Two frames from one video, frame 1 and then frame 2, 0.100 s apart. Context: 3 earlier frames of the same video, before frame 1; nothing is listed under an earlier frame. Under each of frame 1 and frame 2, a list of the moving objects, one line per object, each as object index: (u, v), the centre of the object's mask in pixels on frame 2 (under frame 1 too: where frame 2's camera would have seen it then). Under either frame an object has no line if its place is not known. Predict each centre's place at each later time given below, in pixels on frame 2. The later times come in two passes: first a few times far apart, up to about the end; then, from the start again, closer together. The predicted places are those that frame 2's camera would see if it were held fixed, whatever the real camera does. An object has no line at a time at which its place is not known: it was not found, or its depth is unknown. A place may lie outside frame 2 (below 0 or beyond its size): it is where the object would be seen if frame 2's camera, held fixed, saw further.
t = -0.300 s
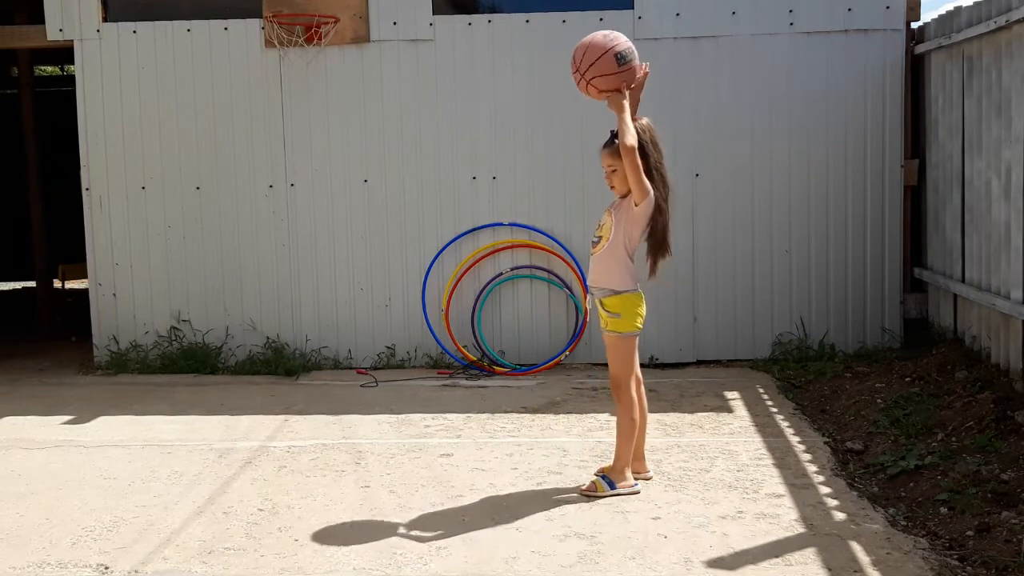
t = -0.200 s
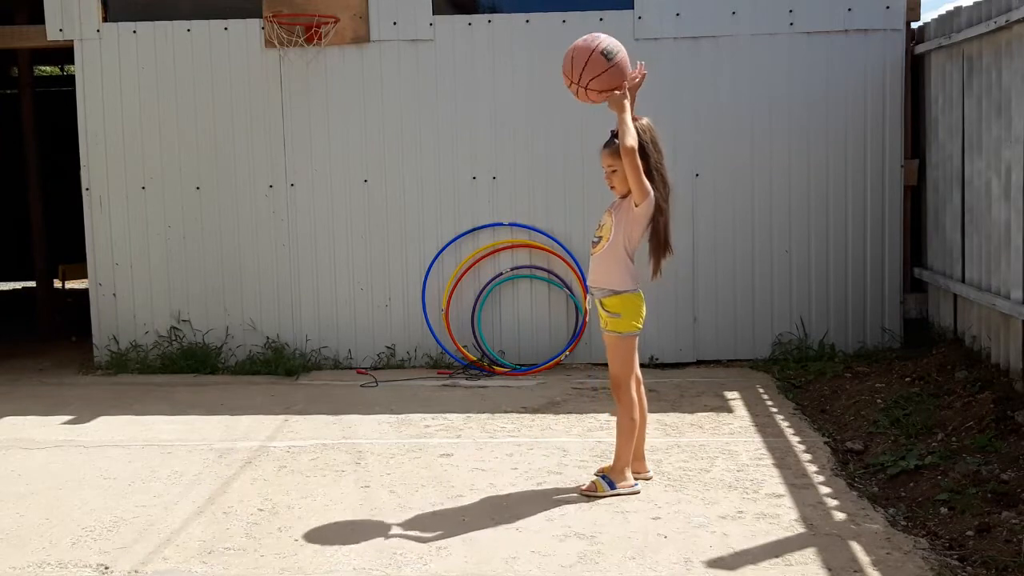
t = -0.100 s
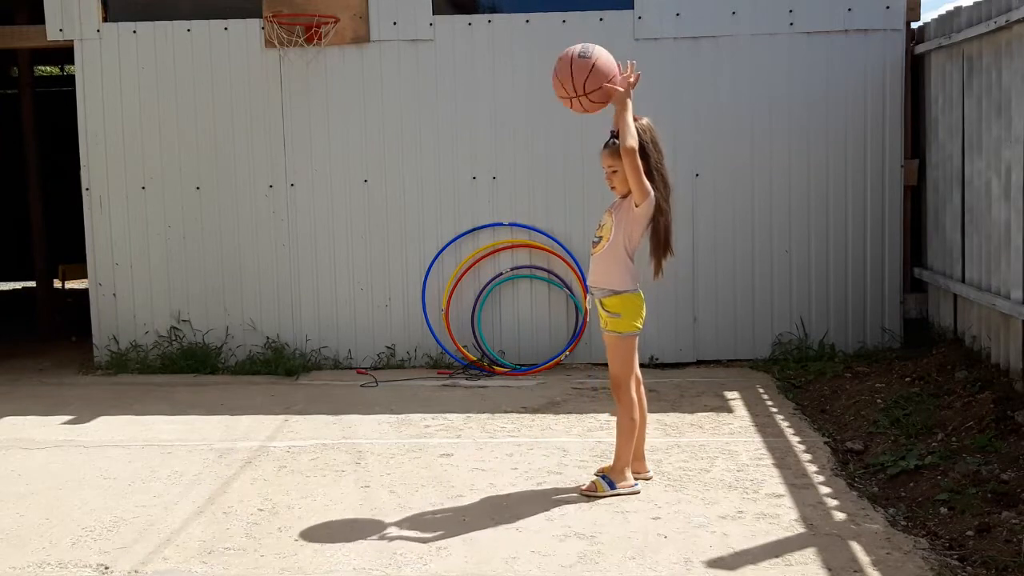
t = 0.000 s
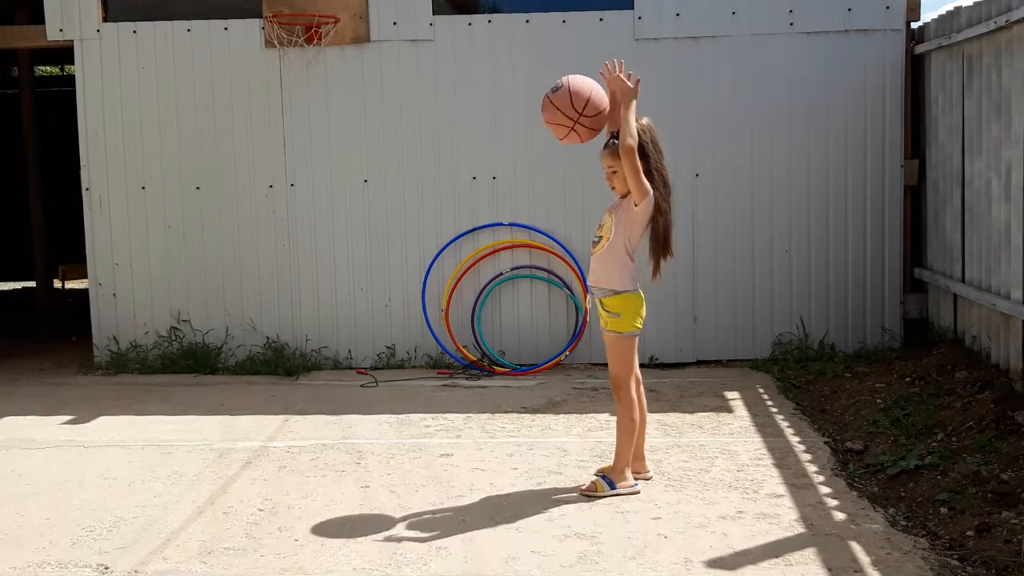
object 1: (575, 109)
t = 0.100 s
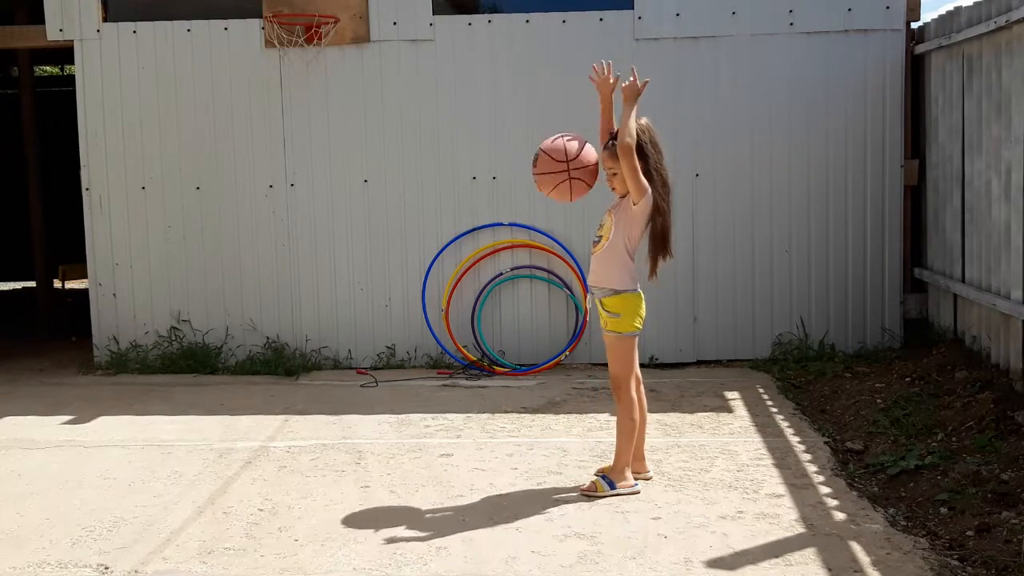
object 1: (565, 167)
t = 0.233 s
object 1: (553, 286)
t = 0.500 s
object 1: (512, 327)
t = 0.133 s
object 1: (562, 193)
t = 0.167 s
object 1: (559, 221)
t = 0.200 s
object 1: (556, 252)
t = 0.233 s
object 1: (553, 286)
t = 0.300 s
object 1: (546, 363)
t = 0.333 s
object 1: (543, 405)
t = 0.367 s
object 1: (540, 451)
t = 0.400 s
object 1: (533, 421)
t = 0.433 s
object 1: (526, 387)
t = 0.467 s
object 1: (519, 355)
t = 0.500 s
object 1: (512, 327)
